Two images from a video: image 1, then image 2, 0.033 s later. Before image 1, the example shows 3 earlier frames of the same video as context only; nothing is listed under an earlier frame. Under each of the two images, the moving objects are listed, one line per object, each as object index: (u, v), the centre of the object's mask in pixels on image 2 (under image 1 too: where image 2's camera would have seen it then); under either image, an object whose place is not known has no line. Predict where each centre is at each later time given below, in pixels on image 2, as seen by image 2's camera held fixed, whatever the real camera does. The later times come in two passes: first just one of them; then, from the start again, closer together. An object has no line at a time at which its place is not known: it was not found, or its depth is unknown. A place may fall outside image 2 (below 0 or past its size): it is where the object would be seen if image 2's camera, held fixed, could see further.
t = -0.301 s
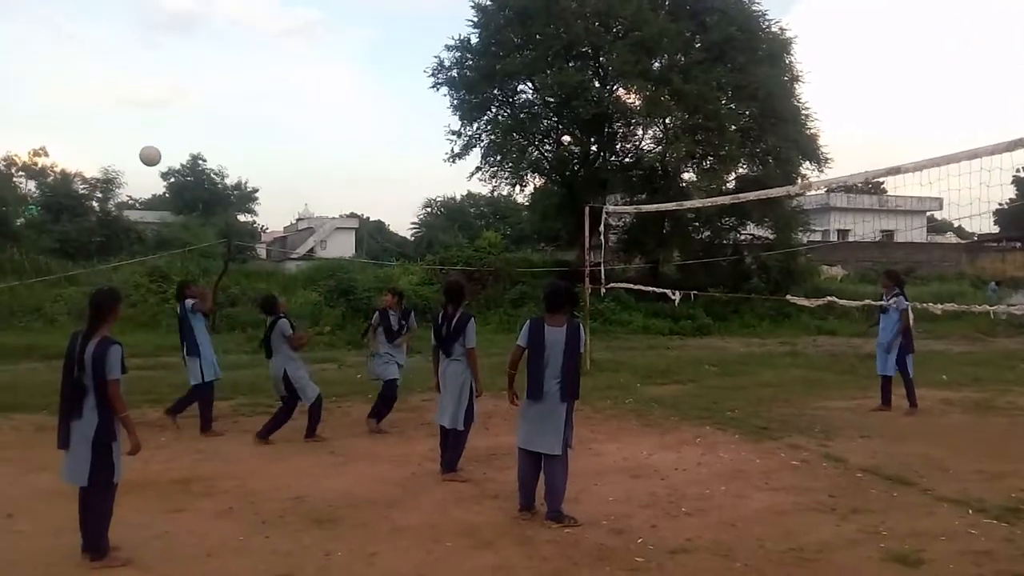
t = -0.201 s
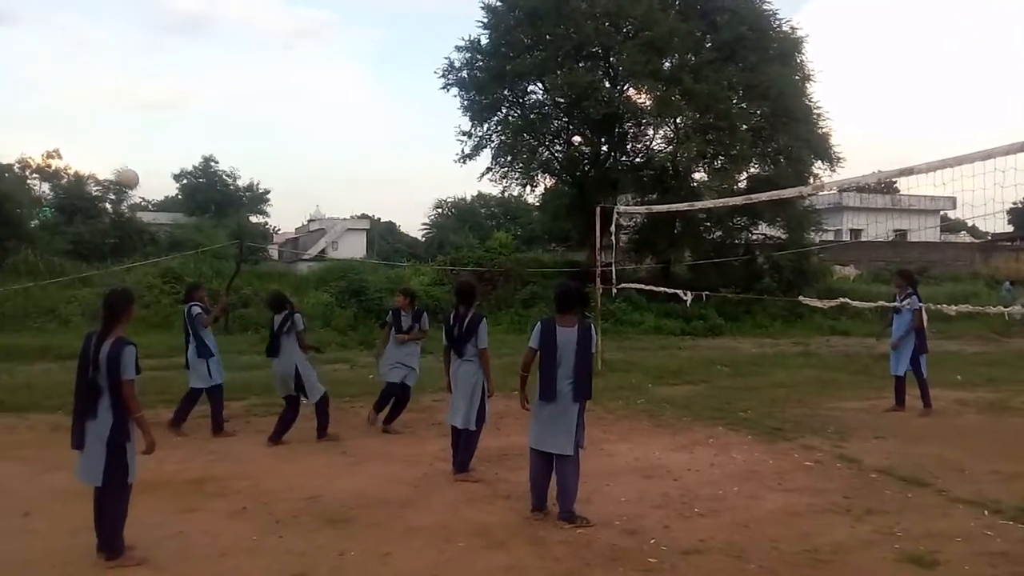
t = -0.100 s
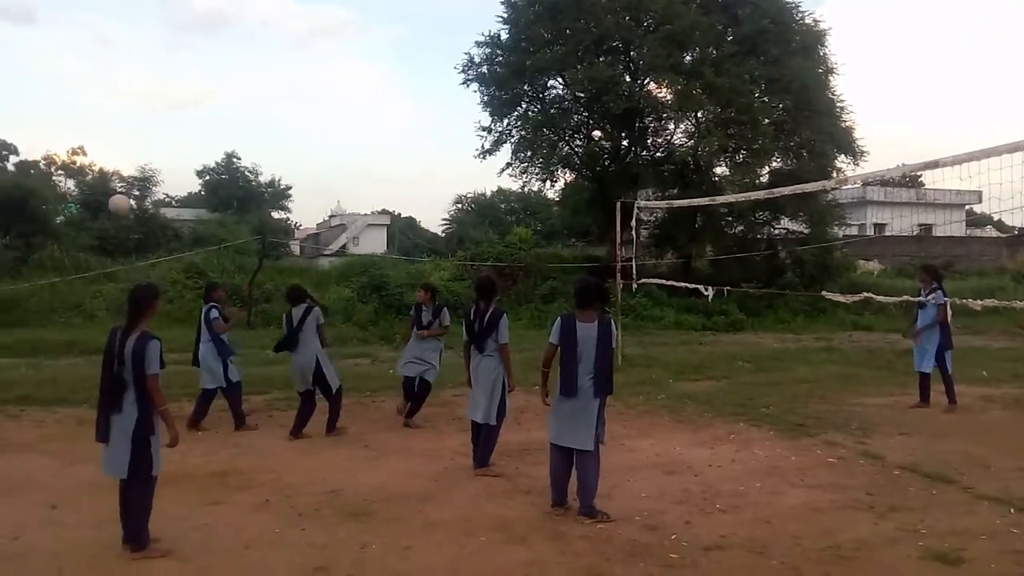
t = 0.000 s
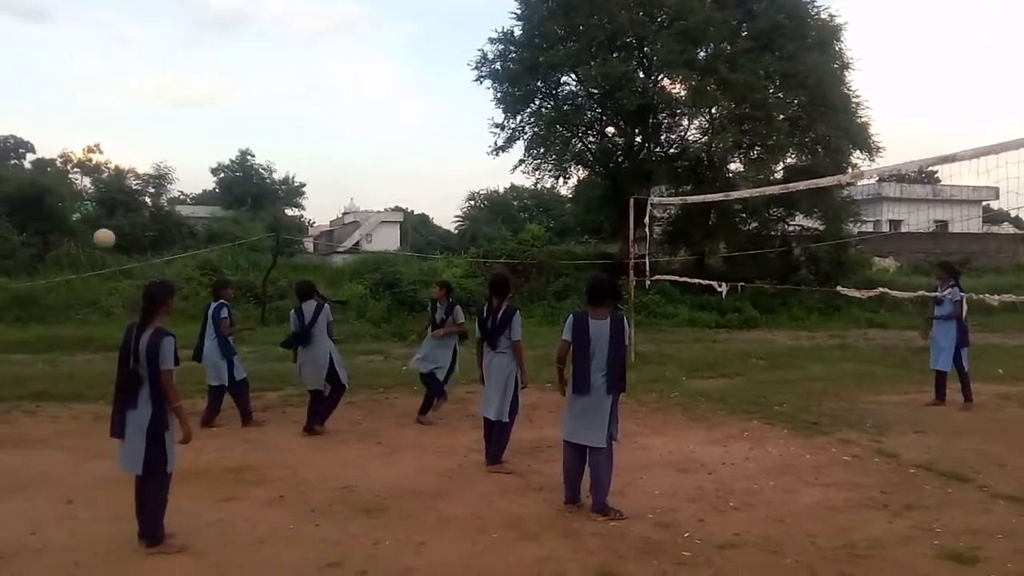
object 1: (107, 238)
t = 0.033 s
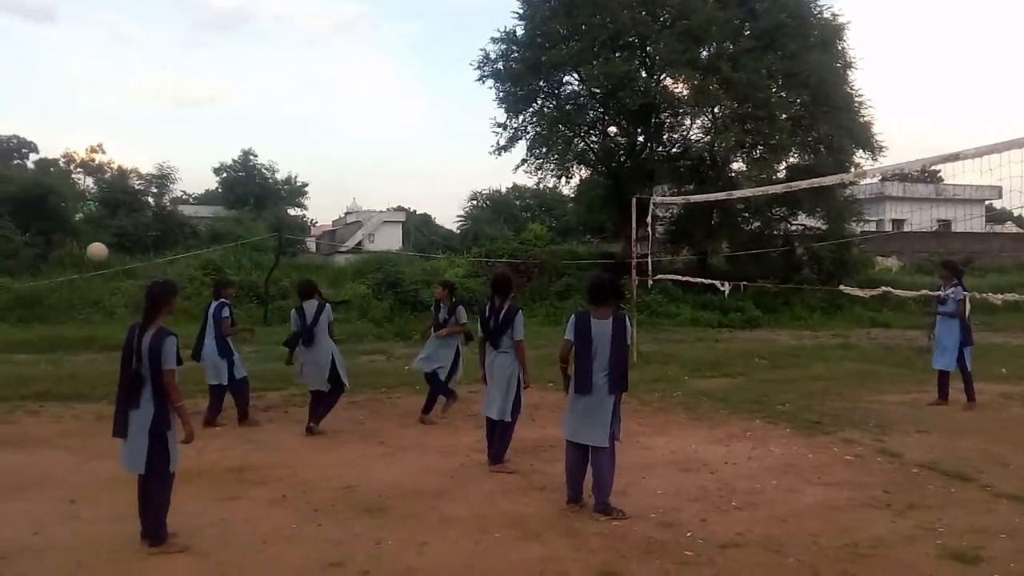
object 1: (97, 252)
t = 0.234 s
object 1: (42, 352)
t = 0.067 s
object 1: (87, 266)
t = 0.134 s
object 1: (68, 299)
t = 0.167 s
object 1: (59, 316)
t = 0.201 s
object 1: (50, 334)
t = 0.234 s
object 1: (42, 352)
